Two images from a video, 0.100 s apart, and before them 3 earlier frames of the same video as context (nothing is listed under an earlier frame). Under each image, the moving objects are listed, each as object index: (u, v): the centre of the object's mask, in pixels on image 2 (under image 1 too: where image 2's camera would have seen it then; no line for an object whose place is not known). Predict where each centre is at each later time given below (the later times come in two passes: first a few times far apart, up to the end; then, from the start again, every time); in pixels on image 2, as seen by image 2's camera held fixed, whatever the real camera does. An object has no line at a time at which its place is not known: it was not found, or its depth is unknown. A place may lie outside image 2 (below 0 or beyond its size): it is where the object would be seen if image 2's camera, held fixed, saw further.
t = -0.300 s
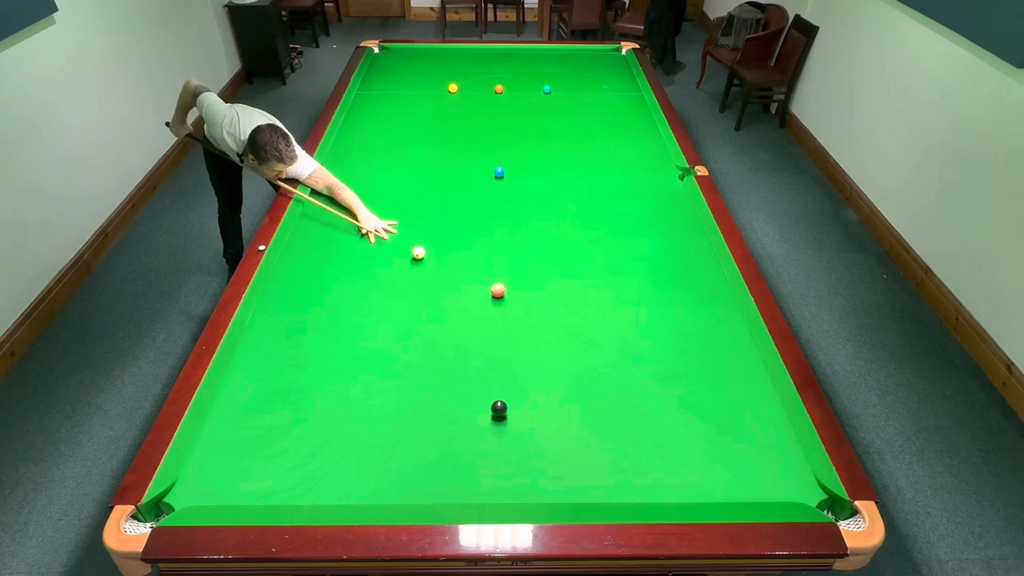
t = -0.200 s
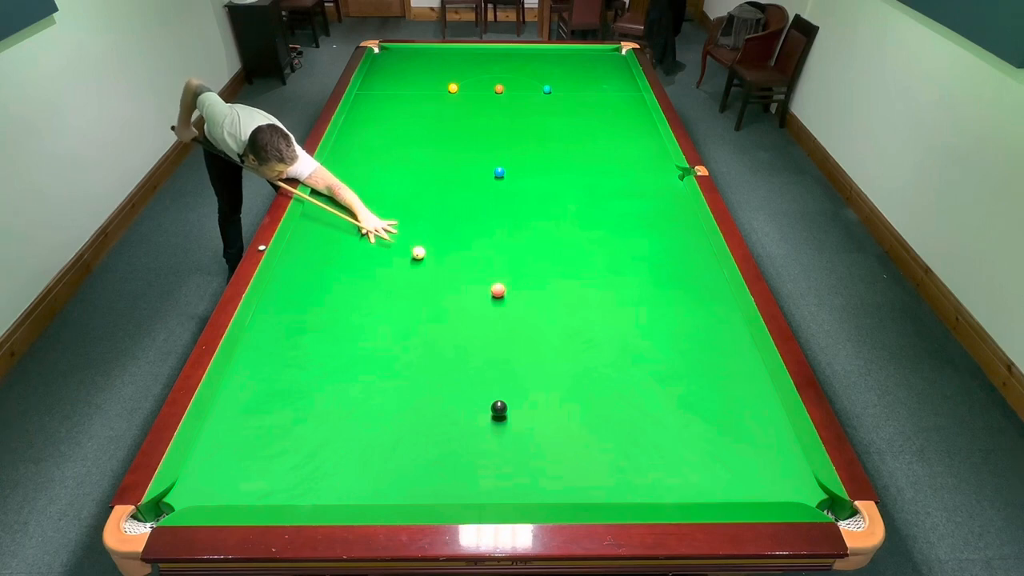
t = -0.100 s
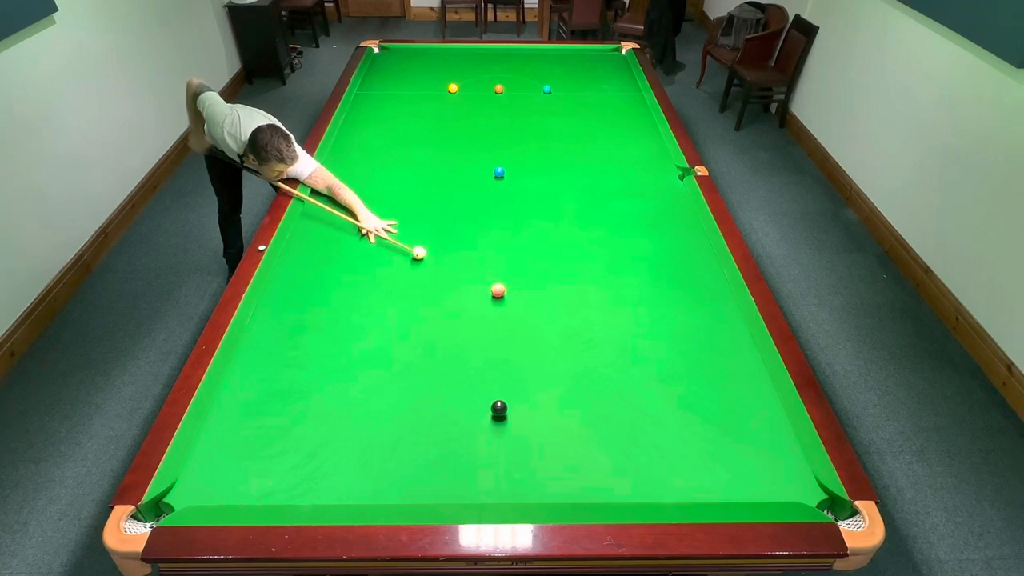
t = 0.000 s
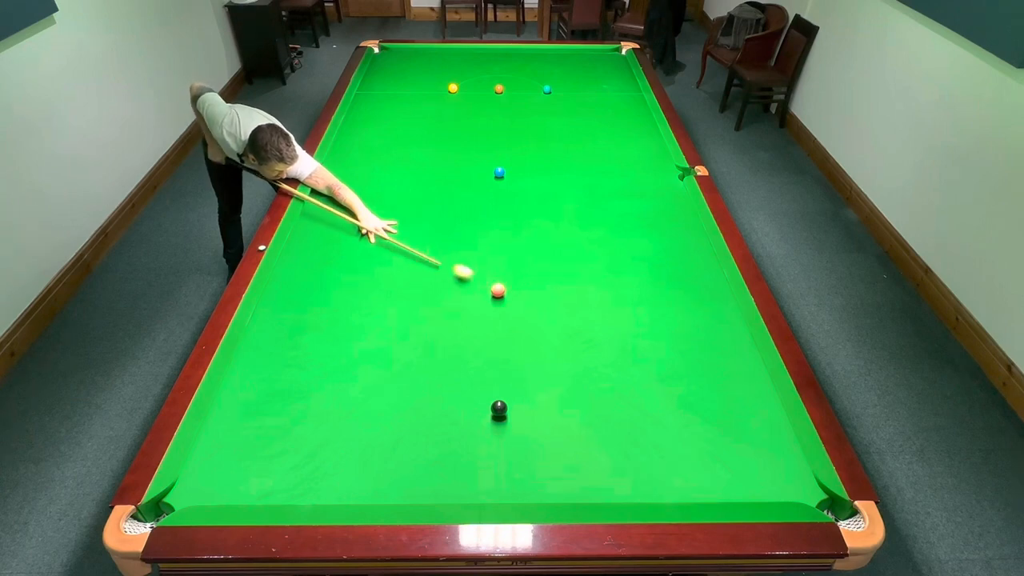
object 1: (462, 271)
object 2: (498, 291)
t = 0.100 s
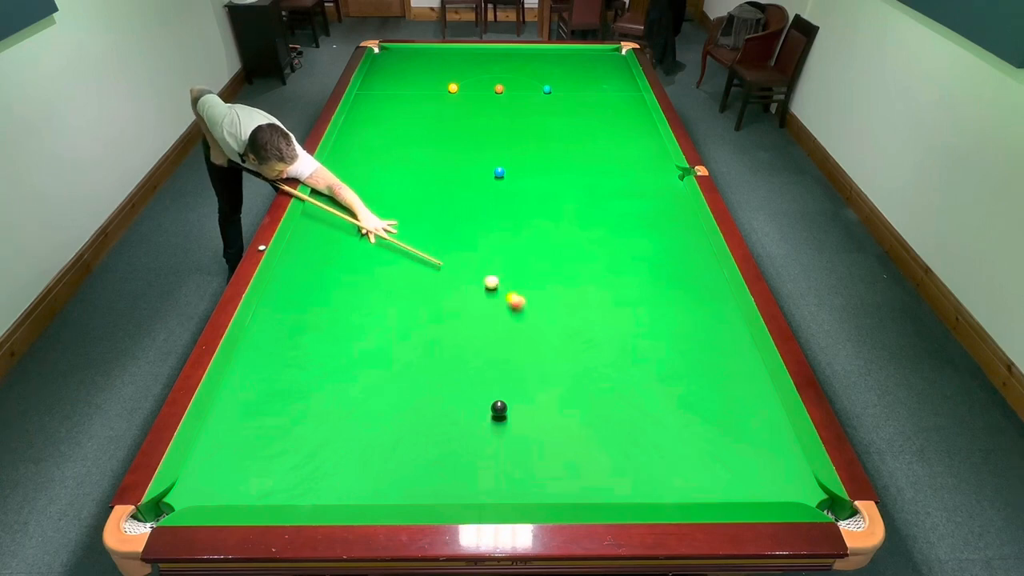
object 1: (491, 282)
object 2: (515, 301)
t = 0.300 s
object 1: (499, 276)
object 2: (593, 351)
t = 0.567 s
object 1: (508, 269)
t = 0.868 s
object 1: (517, 261)
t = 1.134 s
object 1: (523, 255)
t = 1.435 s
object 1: (530, 250)
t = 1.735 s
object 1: (535, 245)
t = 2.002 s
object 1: (539, 242)
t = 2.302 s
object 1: (542, 239)
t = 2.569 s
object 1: (545, 237)
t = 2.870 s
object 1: (547, 236)
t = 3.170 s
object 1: (547, 236)
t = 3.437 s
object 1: (548, 236)
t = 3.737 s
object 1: (548, 236)
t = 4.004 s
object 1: (547, 236)
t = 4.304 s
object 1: (548, 236)
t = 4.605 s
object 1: (548, 236)
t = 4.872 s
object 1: (548, 236)
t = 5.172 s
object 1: (548, 236)
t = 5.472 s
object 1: (547, 236)
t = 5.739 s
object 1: (547, 236)
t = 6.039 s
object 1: (548, 236)
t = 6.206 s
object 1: (548, 236)
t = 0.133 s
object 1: (493, 281)
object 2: (528, 309)
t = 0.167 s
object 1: (494, 280)
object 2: (541, 318)
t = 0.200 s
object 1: (495, 279)
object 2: (554, 326)
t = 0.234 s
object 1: (497, 278)
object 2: (567, 335)
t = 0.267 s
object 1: (498, 277)
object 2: (580, 343)
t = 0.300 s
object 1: (499, 276)
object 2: (593, 351)
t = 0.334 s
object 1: (500, 275)
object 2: (606, 359)
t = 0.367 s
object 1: (501, 274)
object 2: (619, 368)
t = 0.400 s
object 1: (503, 273)
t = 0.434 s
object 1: (504, 272)
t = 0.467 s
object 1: (505, 271)
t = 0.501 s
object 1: (506, 270)
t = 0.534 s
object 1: (507, 269)
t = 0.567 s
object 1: (508, 269)
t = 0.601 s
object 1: (509, 268)
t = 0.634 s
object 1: (510, 267)
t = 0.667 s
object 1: (511, 266)
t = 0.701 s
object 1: (512, 265)
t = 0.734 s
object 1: (513, 264)
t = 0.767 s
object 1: (514, 264)
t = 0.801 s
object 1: (515, 263)
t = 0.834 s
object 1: (516, 262)
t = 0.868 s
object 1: (517, 261)
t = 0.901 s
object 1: (518, 260)
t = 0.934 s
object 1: (518, 260)
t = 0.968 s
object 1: (519, 259)
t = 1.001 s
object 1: (520, 258)
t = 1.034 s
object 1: (521, 257)
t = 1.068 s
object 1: (521, 256)
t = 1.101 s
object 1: (522, 256)
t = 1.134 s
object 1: (523, 255)
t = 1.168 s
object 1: (524, 254)
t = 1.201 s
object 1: (525, 254)
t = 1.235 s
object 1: (525, 253)
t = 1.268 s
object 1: (526, 253)
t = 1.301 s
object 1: (527, 252)
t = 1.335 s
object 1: (528, 251)
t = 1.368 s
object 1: (528, 251)
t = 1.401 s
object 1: (529, 250)
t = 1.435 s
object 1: (530, 250)
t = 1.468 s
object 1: (530, 249)
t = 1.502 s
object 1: (531, 248)
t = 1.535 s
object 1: (531, 248)
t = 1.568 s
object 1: (532, 247)
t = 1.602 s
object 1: (533, 247)
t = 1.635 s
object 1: (533, 247)
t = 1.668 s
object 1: (534, 246)
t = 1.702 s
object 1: (534, 246)
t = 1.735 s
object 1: (535, 245)
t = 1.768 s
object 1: (535, 245)
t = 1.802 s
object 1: (536, 244)
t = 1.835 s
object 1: (536, 244)
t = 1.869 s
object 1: (537, 243)
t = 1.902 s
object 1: (537, 243)
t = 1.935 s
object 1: (538, 243)
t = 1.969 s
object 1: (538, 242)
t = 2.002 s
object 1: (539, 242)
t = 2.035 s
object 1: (539, 242)
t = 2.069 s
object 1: (540, 241)
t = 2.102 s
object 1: (540, 241)
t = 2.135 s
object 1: (541, 241)
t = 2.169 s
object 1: (541, 240)
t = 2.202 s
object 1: (542, 240)
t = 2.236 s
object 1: (542, 240)
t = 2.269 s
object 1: (542, 240)
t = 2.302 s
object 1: (542, 239)
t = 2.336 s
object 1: (543, 239)
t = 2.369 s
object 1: (543, 239)
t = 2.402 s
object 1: (543, 238)
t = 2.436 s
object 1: (544, 238)
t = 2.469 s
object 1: (544, 238)
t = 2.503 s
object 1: (544, 238)
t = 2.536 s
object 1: (545, 238)
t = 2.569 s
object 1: (545, 237)
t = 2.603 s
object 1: (545, 237)
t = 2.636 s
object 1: (545, 237)
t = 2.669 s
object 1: (546, 237)
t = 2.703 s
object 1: (546, 237)
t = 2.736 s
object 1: (546, 237)
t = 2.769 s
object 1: (546, 237)
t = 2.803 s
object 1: (546, 237)
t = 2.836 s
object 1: (547, 237)
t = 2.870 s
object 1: (547, 236)
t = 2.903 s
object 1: (547, 236)
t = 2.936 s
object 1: (547, 236)
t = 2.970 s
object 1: (547, 236)
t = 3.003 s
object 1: (547, 236)
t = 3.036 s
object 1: (547, 236)
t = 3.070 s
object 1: (547, 236)
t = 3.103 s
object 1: (547, 236)
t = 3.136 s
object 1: (547, 236)
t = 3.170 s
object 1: (547, 236)
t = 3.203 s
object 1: (547, 236)
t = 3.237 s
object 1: (547, 236)
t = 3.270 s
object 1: (547, 236)
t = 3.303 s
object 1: (547, 236)
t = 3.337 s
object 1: (547, 236)
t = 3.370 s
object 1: (547, 236)
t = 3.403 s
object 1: (547, 236)
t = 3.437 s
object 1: (548, 236)
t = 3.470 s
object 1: (547, 236)
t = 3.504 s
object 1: (547, 236)
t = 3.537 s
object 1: (547, 236)
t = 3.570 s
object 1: (547, 236)
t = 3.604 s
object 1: (547, 236)
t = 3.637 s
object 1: (547, 236)
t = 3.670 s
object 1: (547, 236)
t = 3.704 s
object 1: (548, 236)
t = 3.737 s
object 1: (548, 236)
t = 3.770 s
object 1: (548, 236)
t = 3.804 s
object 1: (548, 236)
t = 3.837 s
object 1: (548, 236)
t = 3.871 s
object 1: (548, 236)
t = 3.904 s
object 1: (548, 236)
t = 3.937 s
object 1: (548, 236)
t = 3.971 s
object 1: (547, 236)
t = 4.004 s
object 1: (547, 236)
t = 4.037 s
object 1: (547, 236)
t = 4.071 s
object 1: (547, 236)
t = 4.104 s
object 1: (548, 236)
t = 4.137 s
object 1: (548, 236)
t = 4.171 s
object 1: (547, 236)
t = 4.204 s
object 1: (548, 236)
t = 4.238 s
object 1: (548, 236)
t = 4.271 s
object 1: (548, 236)
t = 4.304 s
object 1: (548, 236)
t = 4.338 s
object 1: (548, 236)
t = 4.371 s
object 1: (547, 236)
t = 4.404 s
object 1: (548, 236)
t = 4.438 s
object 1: (548, 236)
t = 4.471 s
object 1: (548, 236)
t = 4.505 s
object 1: (548, 236)
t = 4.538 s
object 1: (548, 236)
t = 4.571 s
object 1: (548, 236)
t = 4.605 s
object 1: (548, 236)
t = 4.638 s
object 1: (548, 236)
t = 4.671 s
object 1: (548, 236)
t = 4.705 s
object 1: (547, 236)
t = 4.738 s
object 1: (548, 236)
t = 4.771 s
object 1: (548, 236)
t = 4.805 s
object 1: (548, 236)
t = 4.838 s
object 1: (548, 236)
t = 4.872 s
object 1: (548, 236)
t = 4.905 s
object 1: (548, 236)
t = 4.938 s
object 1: (548, 236)
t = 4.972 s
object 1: (548, 236)
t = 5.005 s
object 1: (548, 236)
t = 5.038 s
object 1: (548, 236)
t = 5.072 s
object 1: (548, 236)
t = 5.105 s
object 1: (548, 236)
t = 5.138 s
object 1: (548, 236)
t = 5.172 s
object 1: (548, 236)
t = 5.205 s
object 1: (548, 236)
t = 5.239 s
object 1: (548, 236)
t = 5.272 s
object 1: (548, 236)
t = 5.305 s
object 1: (548, 236)
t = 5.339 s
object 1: (548, 236)
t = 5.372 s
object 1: (548, 236)
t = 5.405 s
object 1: (547, 236)
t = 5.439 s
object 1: (547, 236)
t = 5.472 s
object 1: (547, 236)
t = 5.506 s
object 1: (547, 236)
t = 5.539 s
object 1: (547, 236)
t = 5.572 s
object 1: (547, 236)
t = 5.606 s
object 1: (547, 236)
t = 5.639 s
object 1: (547, 236)
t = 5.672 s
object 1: (547, 236)
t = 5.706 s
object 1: (547, 236)
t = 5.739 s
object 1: (547, 236)
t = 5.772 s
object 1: (547, 236)
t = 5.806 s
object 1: (547, 236)
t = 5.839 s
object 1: (547, 236)
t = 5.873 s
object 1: (548, 236)
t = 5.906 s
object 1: (548, 236)
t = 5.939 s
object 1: (548, 236)
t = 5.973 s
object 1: (548, 236)
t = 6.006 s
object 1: (548, 236)
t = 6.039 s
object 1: (548, 236)
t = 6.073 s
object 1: (548, 236)
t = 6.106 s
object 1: (548, 236)
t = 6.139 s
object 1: (548, 236)
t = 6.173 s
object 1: (548, 236)
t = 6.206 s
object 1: (548, 236)
